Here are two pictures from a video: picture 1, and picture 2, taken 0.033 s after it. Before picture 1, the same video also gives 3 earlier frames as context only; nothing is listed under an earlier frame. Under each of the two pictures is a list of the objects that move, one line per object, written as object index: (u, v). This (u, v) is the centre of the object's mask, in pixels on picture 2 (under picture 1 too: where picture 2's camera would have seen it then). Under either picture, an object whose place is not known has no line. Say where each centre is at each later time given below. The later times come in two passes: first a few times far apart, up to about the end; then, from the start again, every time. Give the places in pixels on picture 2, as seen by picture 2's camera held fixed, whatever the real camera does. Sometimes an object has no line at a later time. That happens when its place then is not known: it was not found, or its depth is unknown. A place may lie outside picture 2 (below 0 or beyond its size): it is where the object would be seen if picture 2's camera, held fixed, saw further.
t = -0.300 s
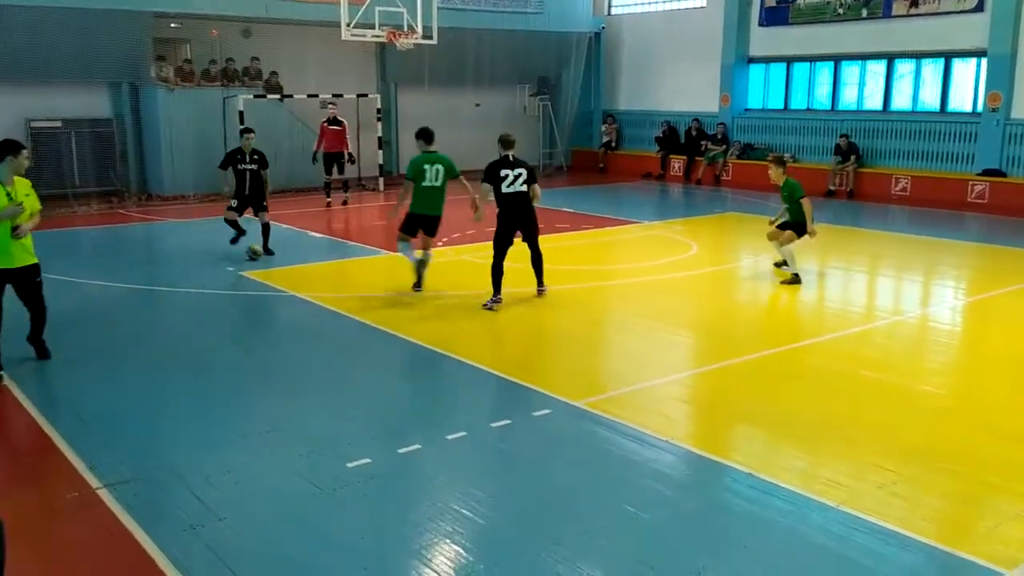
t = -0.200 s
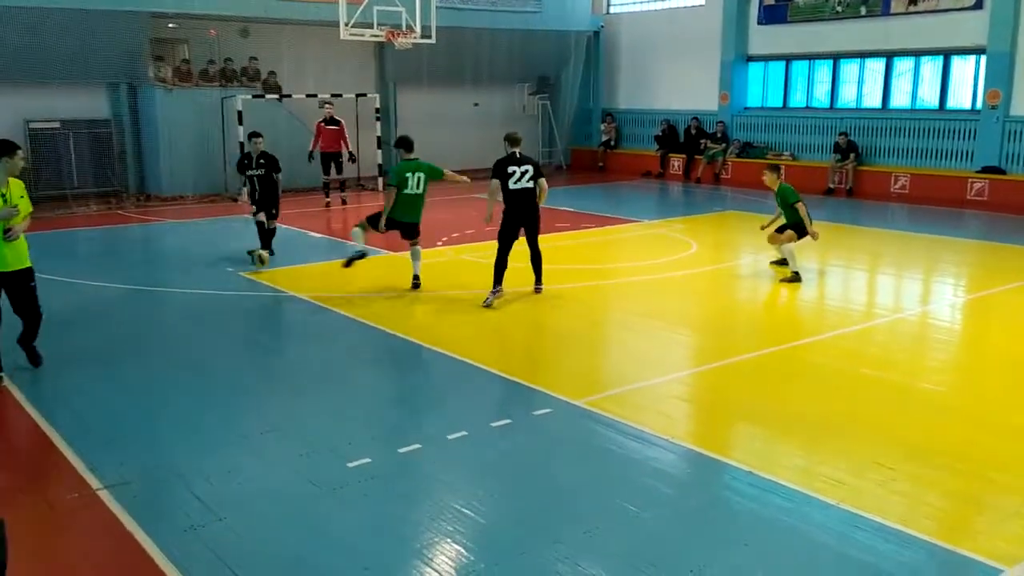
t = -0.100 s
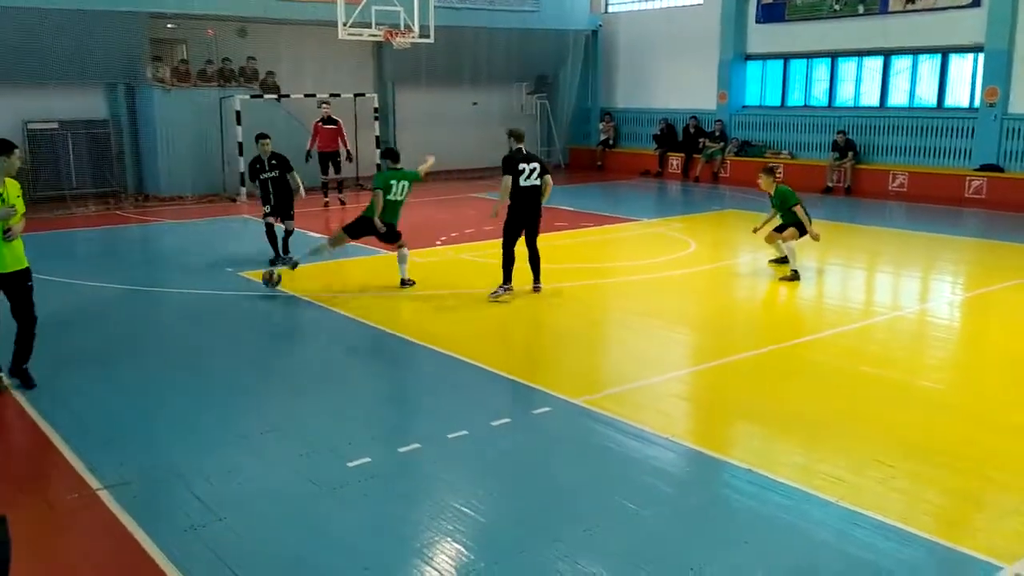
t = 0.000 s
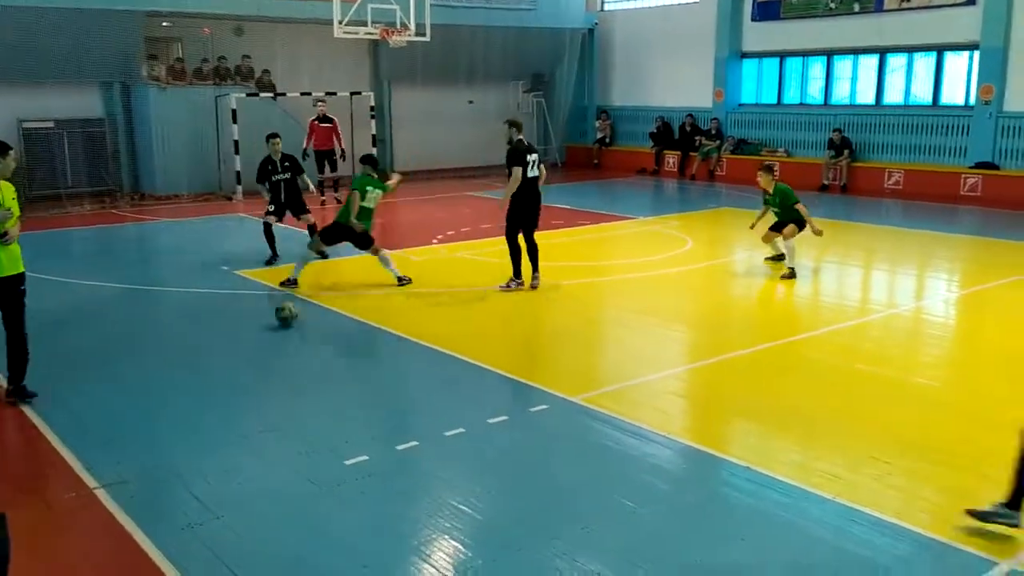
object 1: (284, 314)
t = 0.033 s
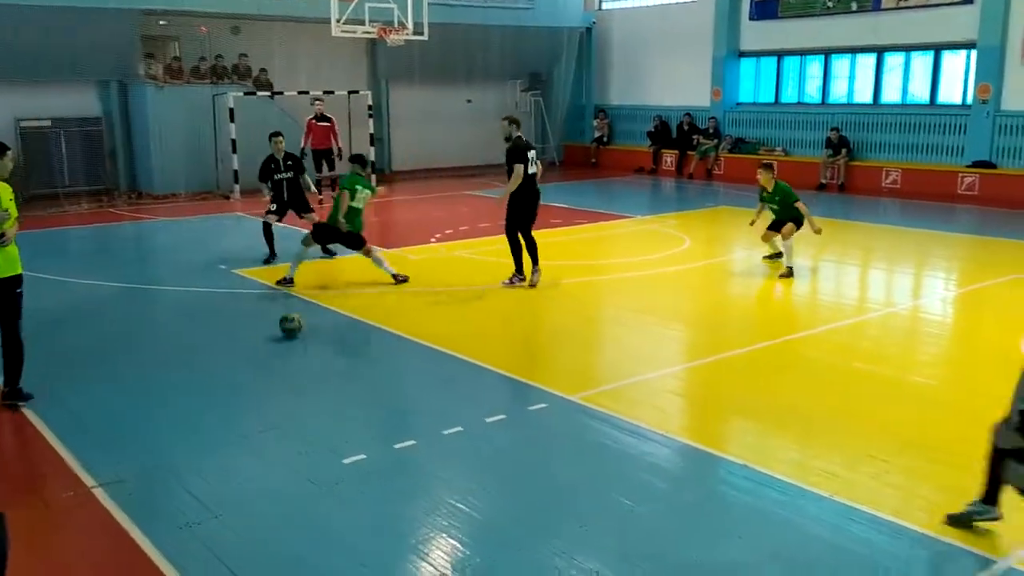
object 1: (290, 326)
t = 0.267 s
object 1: (361, 436)
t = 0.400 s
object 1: (429, 545)
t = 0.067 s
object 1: (298, 334)
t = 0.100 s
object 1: (307, 346)
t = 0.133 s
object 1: (315, 360)
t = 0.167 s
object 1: (325, 378)
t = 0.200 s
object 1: (336, 399)
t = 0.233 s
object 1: (348, 416)
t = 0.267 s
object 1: (361, 436)
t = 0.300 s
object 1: (376, 461)
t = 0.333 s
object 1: (391, 484)
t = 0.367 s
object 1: (409, 512)
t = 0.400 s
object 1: (429, 545)
